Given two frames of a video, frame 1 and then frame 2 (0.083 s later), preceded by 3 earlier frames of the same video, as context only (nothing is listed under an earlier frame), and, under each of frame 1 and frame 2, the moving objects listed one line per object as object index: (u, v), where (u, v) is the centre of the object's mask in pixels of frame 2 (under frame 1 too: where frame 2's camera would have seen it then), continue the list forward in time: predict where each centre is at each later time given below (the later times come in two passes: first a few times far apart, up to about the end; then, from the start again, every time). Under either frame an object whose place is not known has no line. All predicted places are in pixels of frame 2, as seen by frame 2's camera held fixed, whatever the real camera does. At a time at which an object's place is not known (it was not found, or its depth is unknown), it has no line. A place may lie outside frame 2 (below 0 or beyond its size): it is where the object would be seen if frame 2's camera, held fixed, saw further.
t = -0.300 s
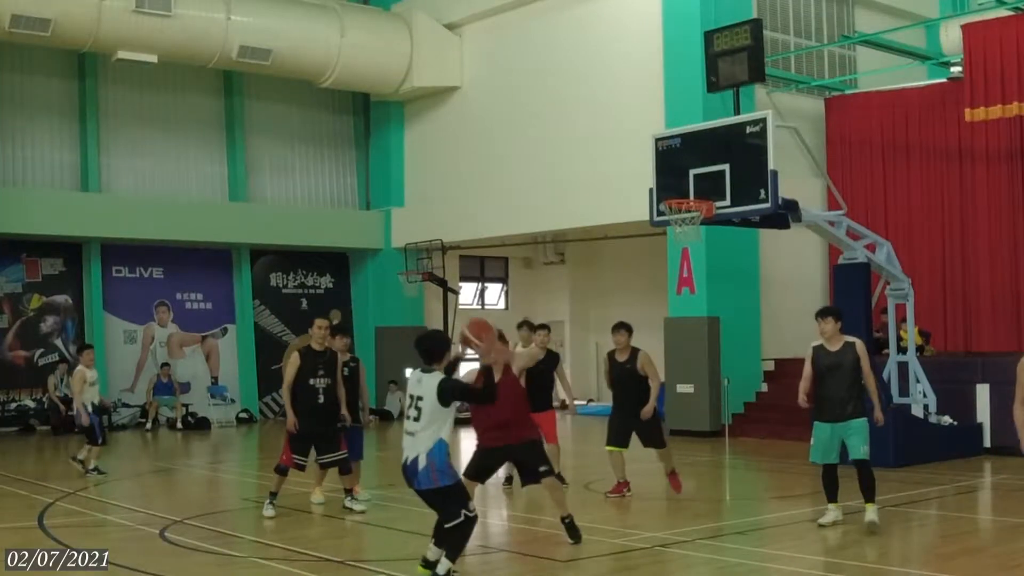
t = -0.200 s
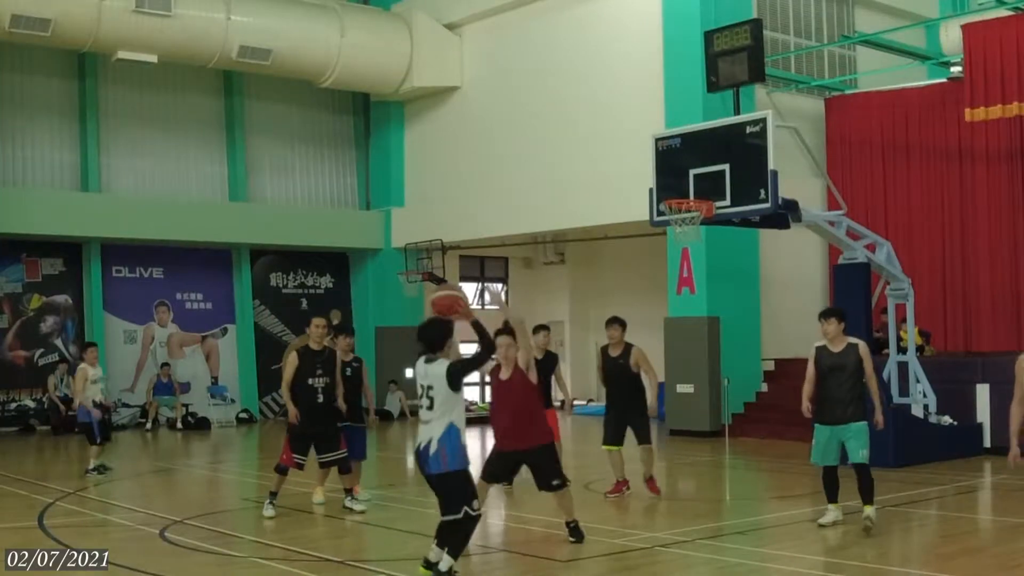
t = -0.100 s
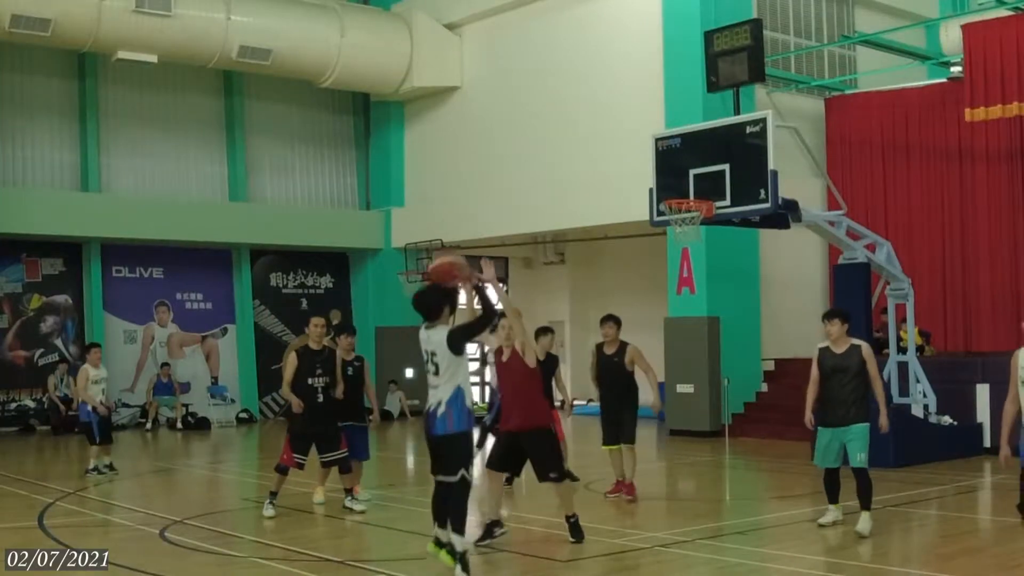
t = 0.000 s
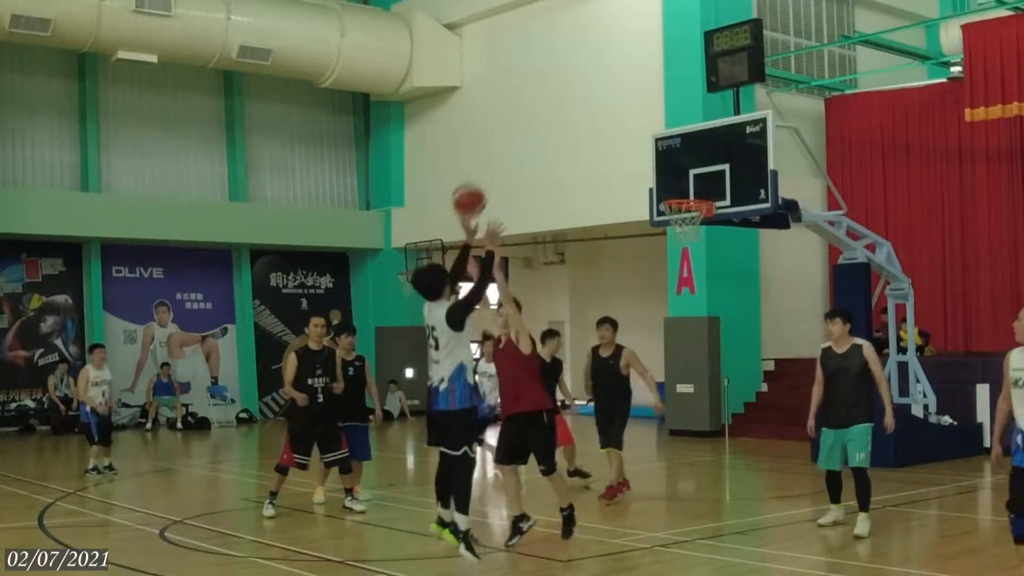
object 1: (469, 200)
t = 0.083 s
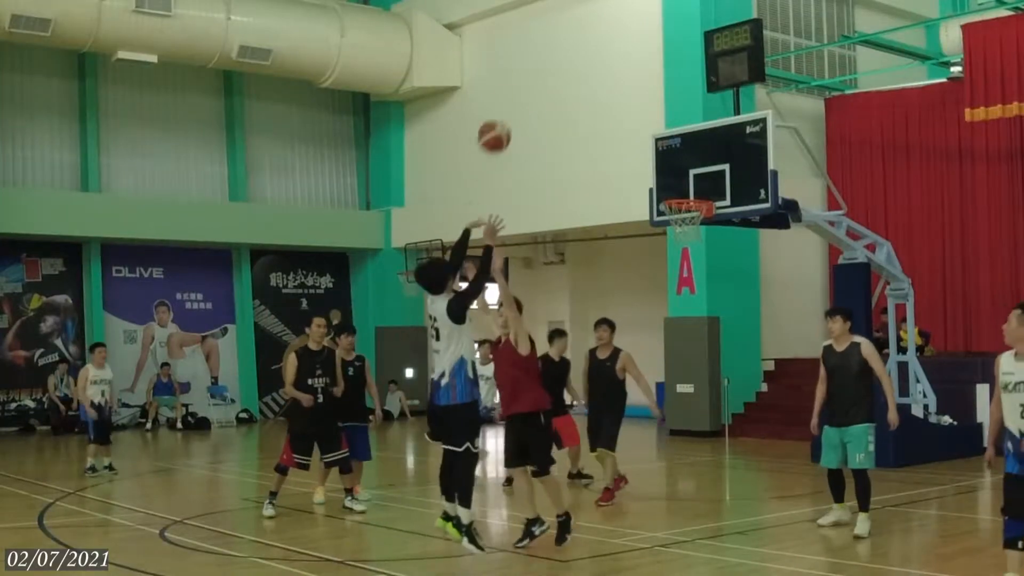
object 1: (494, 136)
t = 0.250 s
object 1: (539, 51)
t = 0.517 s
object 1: (597, 9)
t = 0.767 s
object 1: (641, 36)
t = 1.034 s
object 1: (682, 125)
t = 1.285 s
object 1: (689, 157)
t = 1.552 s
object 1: (652, 97)
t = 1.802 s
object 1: (620, 96)
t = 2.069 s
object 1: (589, 153)
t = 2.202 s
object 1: (575, 202)
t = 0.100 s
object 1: (499, 125)
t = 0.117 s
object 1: (504, 115)
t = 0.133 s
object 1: (508, 105)
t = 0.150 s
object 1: (513, 96)
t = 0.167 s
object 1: (518, 87)
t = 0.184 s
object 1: (522, 79)
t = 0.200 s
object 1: (526, 71)
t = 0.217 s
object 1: (531, 64)
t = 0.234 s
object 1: (535, 57)
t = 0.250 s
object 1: (539, 51)
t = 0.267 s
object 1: (543, 45)
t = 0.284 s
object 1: (547, 40)
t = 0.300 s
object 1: (550, 35)
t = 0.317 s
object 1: (554, 31)
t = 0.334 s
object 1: (558, 27)
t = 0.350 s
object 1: (562, 23)
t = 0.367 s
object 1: (566, 20)
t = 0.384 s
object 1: (569, 17)
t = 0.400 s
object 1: (573, 14)
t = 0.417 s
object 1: (577, 13)
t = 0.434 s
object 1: (580, 11)
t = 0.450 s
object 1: (584, 10)
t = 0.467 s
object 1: (587, 10)
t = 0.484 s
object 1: (590, 9)
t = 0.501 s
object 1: (593, 9)
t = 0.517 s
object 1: (597, 9)
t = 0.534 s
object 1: (600, 9)
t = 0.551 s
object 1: (603, 9)
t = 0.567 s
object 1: (606, 9)
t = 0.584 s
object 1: (609, 10)
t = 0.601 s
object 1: (612, 11)
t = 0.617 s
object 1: (615, 11)
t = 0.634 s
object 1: (618, 13)
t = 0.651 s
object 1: (621, 15)
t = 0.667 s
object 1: (624, 17)
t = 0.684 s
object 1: (627, 20)
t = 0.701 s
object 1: (630, 23)
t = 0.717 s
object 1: (633, 26)
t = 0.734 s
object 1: (636, 29)
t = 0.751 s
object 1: (639, 33)
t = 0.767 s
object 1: (641, 36)
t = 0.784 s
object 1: (644, 40)
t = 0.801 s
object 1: (647, 45)
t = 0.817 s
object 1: (650, 49)
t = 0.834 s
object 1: (652, 54)
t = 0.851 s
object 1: (655, 59)
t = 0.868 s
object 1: (658, 64)
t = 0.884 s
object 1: (660, 69)
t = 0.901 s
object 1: (662, 74)
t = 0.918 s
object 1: (665, 80)
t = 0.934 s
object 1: (668, 86)
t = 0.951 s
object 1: (670, 92)
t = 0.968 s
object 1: (673, 98)
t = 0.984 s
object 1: (676, 105)
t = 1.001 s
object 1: (677, 111)
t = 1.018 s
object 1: (680, 118)
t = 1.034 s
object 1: (682, 125)
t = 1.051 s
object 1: (685, 132)
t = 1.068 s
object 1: (687, 140)
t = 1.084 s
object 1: (689, 146)
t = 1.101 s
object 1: (691, 154)
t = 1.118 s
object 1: (694, 161)
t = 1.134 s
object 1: (696, 170)
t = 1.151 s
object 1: (699, 179)
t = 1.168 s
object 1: (701, 186)
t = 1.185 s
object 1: (702, 192)
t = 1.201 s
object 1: (701, 190)
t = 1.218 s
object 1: (699, 184)
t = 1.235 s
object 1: (696, 175)
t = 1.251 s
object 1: (694, 169)
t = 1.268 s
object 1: (691, 163)
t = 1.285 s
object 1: (689, 157)
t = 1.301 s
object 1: (686, 151)
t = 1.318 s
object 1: (685, 146)
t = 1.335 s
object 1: (683, 142)
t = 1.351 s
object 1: (680, 136)
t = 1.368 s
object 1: (677, 131)
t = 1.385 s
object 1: (675, 126)
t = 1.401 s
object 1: (672, 123)
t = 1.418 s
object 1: (670, 119)
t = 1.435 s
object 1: (668, 115)
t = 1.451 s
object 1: (665, 112)
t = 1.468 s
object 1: (663, 109)
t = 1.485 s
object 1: (661, 106)
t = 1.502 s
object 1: (659, 103)
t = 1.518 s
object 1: (656, 101)
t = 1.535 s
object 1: (654, 99)
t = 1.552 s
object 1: (652, 97)
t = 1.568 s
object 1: (650, 95)
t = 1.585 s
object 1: (647, 94)
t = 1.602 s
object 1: (645, 93)
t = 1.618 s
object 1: (643, 92)
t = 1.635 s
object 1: (641, 91)
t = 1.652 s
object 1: (639, 90)
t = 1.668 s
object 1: (637, 90)
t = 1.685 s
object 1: (635, 90)
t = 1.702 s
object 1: (633, 90)
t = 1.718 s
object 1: (631, 91)
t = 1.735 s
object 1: (629, 91)
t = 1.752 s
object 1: (626, 93)
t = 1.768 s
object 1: (624, 93)
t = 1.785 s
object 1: (622, 94)
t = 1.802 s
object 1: (620, 96)
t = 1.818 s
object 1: (618, 98)
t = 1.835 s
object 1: (616, 100)
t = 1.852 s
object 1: (614, 102)
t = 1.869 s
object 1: (612, 105)
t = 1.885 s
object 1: (610, 108)
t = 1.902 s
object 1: (609, 111)
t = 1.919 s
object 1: (607, 114)
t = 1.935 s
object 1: (604, 117)
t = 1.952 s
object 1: (602, 121)
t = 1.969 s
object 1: (600, 125)
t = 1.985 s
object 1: (599, 129)
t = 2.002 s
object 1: (597, 133)
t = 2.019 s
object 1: (595, 138)
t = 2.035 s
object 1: (593, 142)
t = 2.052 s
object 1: (591, 148)
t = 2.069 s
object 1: (589, 153)
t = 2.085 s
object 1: (587, 158)
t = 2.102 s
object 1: (586, 163)
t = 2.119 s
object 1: (584, 170)
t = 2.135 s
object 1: (582, 176)
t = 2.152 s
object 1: (580, 182)
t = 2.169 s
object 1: (578, 189)
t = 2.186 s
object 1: (576, 195)
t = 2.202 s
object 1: (575, 202)
